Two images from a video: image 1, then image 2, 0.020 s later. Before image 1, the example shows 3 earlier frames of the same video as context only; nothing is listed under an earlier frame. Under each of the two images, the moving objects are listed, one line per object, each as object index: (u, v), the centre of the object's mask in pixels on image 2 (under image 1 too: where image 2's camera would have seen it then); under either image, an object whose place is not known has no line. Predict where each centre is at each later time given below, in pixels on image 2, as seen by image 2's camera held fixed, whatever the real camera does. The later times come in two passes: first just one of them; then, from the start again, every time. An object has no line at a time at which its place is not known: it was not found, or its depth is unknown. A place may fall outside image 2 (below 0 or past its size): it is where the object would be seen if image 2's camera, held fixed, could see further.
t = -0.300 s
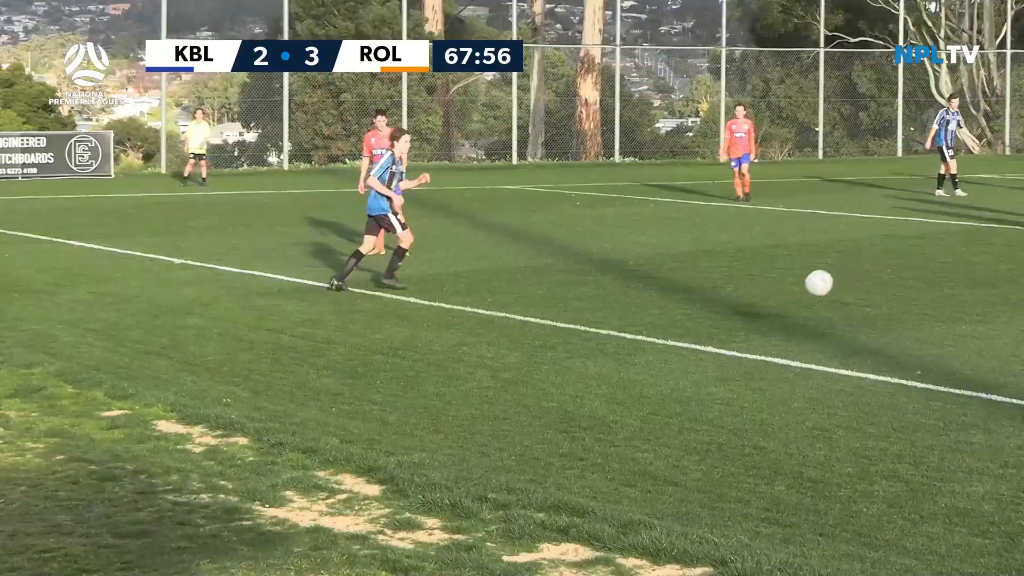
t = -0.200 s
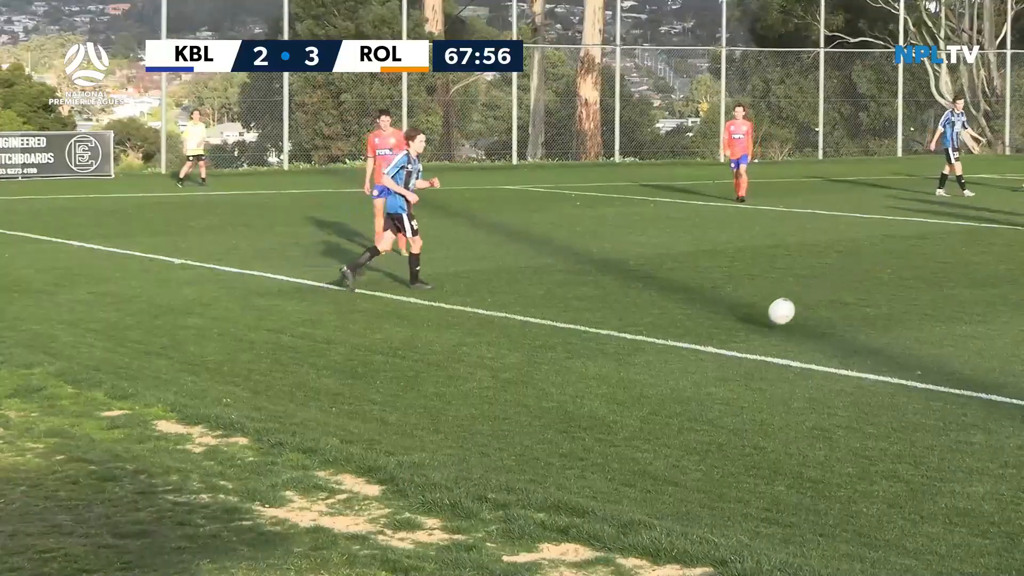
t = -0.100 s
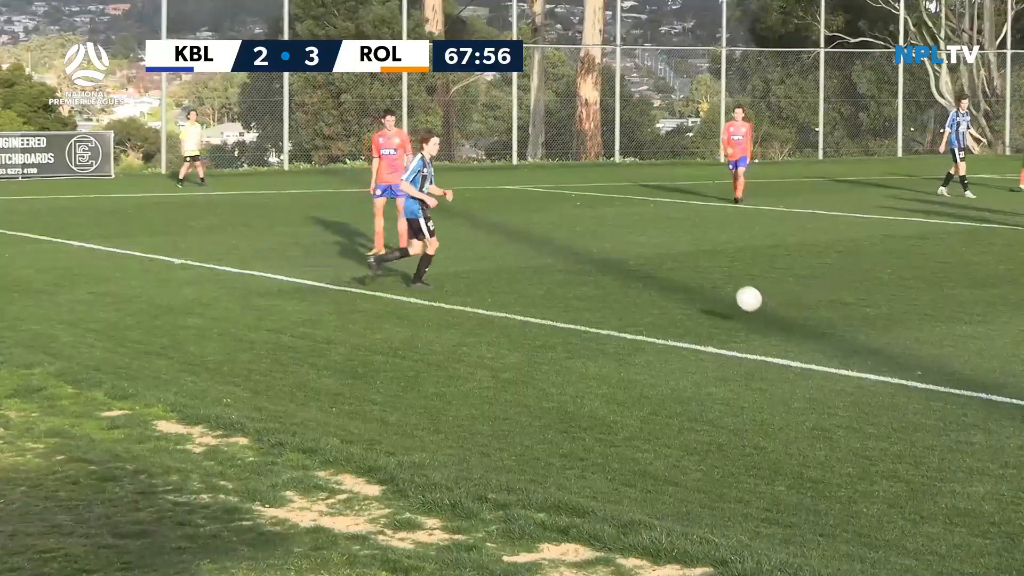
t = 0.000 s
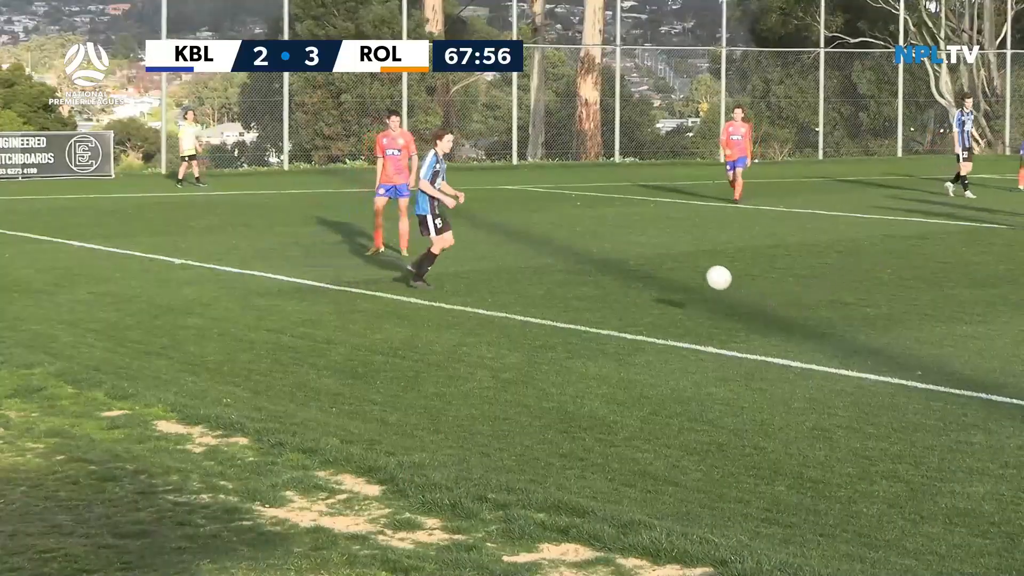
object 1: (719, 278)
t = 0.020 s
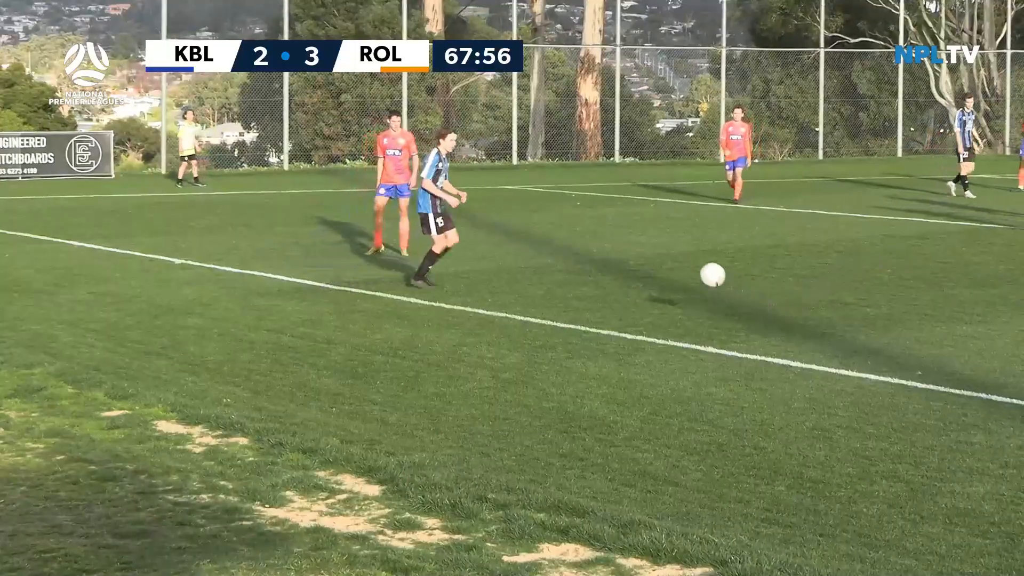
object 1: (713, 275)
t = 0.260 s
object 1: (646, 276)
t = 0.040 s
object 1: (707, 272)
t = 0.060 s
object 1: (701, 271)
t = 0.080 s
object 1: (695, 269)
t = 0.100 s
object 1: (690, 268)
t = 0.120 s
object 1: (684, 268)
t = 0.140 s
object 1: (678, 268)
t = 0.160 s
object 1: (673, 268)
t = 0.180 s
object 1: (667, 269)
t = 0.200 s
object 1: (662, 270)
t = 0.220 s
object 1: (656, 271)
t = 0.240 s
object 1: (651, 274)
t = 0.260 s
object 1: (646, 276)
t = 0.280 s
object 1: (640, 278)
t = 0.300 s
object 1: (635, 282)
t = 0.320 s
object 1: (630, 285)
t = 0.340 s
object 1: (624, 290)
